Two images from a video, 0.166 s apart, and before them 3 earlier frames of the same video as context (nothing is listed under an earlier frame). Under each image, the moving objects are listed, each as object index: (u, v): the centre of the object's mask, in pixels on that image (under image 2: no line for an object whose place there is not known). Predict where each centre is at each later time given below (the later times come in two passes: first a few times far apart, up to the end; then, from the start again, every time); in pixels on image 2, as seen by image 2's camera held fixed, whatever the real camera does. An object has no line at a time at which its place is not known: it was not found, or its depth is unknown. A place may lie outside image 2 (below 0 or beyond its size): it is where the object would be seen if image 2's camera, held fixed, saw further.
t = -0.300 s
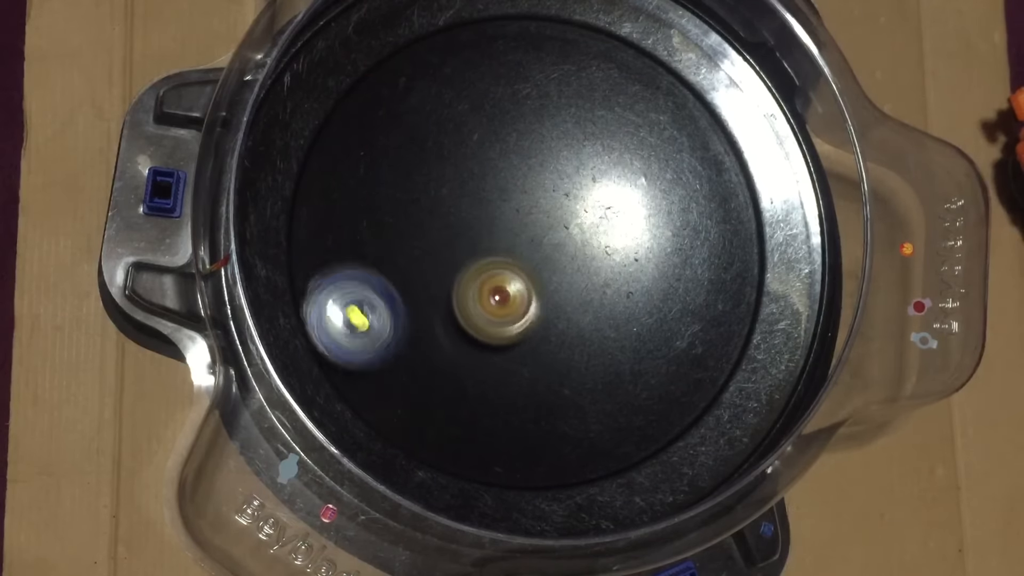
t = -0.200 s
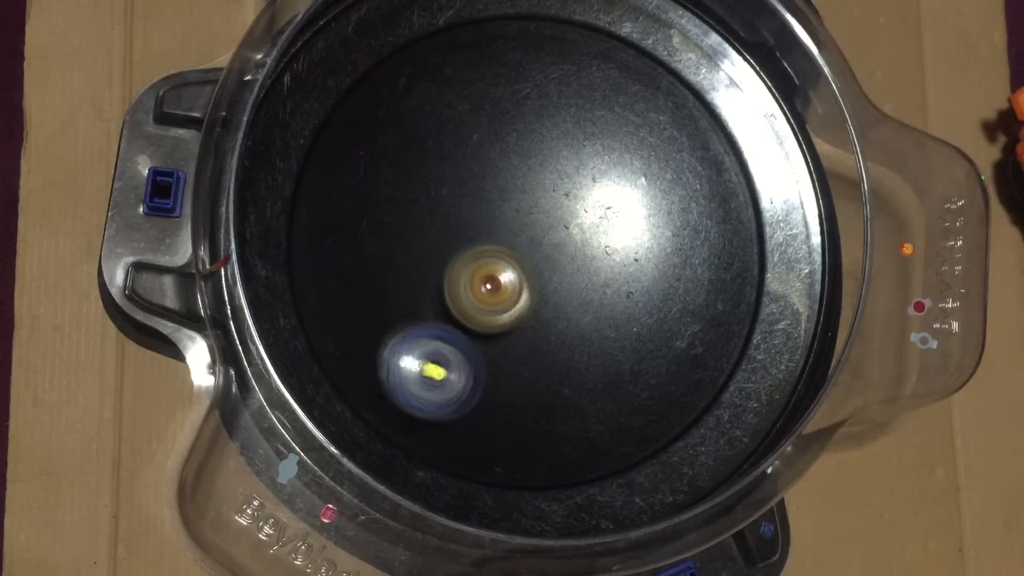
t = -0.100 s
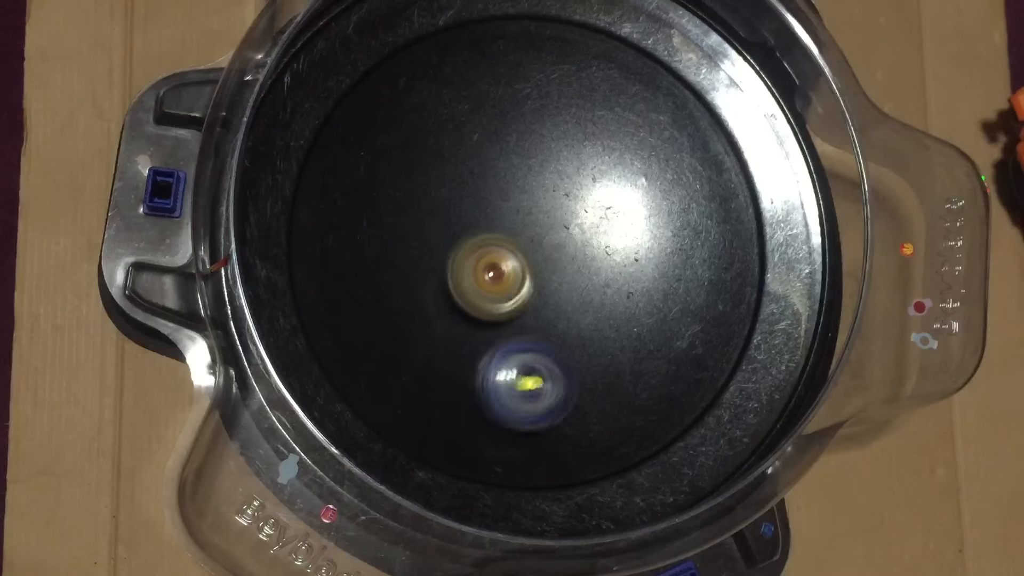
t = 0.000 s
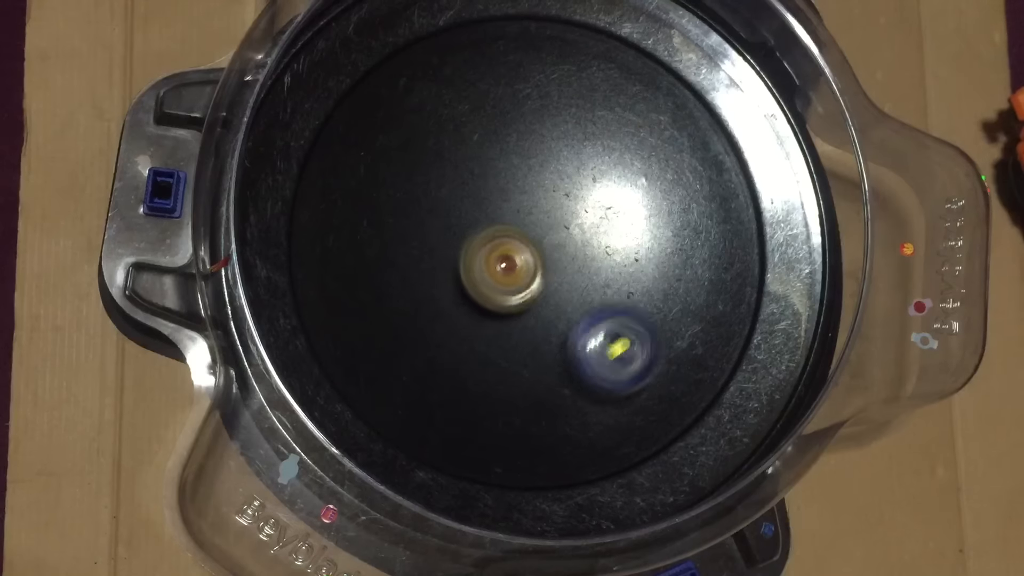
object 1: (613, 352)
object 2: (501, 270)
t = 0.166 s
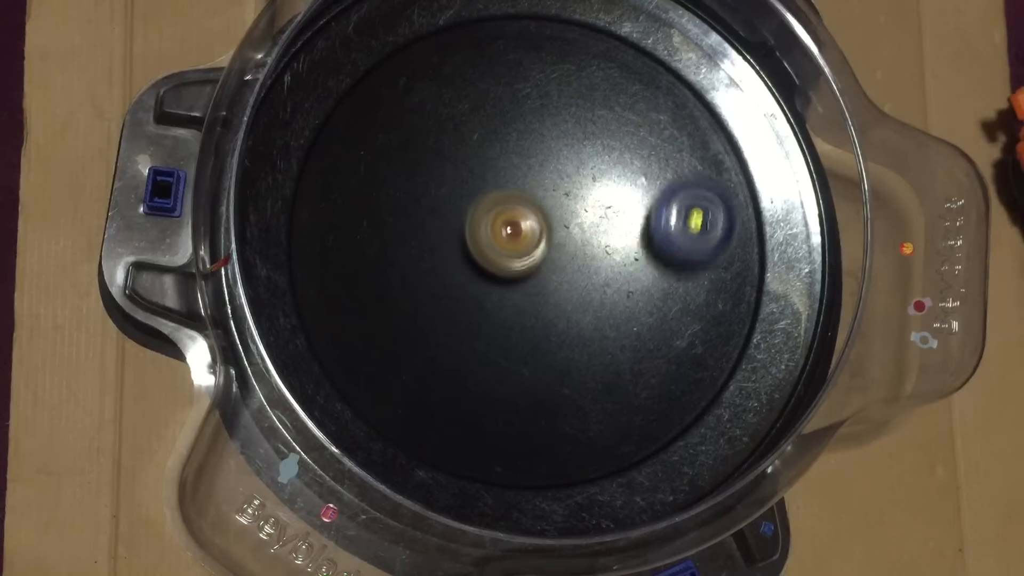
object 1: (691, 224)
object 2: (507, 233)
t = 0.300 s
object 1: (679, 113)
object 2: (495, 203)
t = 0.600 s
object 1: (487, 54)
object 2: (482, 233)
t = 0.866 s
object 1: (416, 255)
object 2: (542, 238)
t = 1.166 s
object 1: (610, 394)
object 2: (555, 183)
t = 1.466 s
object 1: (715, 266)
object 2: (519, 216)
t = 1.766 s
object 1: (573, 154)
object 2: (547, 266)
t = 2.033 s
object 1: (427, 234)
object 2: (583, 267)
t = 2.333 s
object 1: (453, 377)
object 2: (549, 243)
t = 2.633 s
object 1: (577, 345)
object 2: (538, 244)
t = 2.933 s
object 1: (616, 233)
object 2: (519, 229)
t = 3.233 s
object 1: (534, 146)
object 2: (511, 239)
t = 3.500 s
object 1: (445, 163)
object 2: (521, 254)
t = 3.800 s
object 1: (429, 256)
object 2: (527, 261)
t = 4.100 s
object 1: (486, 310)
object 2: (561, 245)
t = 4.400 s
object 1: (511, 329)
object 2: (596, 209)
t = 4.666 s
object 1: (519, 324)
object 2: (570, 214)
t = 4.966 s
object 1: (452, 396)
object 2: (619, 123)
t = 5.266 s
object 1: (498, 354)
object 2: (565, 201)
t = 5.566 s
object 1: (461, 300)
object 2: (569, 202)
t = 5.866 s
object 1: (448, 248)
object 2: (552, 233)
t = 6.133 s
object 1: (428, 209)
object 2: (545, 251)
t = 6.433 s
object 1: (461, 170)
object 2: (531, 258)
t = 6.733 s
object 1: (503, 145)
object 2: (529, 253)
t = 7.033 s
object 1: (563, 132)
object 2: (522, 280)
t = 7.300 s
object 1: (599, 174)
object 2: (536, 273)
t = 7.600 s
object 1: (650, 225)
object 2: (497, 292)
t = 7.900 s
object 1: (640, 275)
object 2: (507, 273)
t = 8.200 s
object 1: (579, 324)
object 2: (515, 241)
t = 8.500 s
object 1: (496, 328)
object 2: (528, 225)
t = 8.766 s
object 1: (449, 292)
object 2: (540, 236)
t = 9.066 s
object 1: (446, 227)
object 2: (541, 254)
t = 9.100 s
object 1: (450, 220)
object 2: (540, 256)
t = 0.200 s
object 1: (694, 194)
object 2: (506, 225)
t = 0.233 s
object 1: (693, 166)
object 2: (503, 216)
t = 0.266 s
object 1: (688, 138)
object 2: (500, 209)
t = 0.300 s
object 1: (679, 113)
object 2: (495, 203)
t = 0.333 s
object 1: (669, 89)
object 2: (490, 200)
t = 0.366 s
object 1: (653, 69)
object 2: (486, 198)
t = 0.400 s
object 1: (634, 49)
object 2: (481, 200)
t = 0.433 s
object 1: (613, 38)
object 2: (477, 203)
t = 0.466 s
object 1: (588, 35)
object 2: (475, 209)
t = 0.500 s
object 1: (562, 36)
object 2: (475, 215)
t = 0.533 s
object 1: (536, 38)
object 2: (477, 221)
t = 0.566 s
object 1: (510, 44)
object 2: (479, 227)
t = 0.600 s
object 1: (487, 54)
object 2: (482, 233)
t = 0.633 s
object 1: (467, 70)
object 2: (485, 239)
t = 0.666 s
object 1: (446, 90)
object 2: (487, 244)
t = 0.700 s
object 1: (430, 114)
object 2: (492, 246)
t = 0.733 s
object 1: (418, 139)
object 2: (500, 248)
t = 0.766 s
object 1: (410, 168)
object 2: (509, 248)
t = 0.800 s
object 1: (407, 197)
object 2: (521, 247)
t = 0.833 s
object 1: (409, 227)
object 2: (532, 243)
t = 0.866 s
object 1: (416, 255)
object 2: (542, 238)
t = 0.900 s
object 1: (426, 284)
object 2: (551, 233)
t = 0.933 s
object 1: (441, 309)
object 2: (559, 226)
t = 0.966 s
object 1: (459, 334)
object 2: (564, 218)
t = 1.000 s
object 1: (480, 354)
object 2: (569, 211)
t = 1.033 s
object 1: (504, 371)
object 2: (570, 203)
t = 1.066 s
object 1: (530, 384)
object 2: (570, 195)
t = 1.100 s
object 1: (557, 392)
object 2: (566, 189)
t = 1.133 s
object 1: (583, 395)
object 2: (560, 185)
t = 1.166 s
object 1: (610, 394)
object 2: (555, 183)
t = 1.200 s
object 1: (634, 388)
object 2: (550, 184)
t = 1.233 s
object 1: (655, 380)
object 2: (544, 185)
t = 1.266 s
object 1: (674, 368)
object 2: (539, 189)
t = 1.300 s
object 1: (689, 354)
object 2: (535, 193)
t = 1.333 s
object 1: (701, 339)
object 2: (530, 198)
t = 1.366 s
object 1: (710, 321)
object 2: (526, 202)
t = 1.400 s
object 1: (715, 303)
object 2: (523, 207)
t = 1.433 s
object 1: (717, 285)
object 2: (521, 213)
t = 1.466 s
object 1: (715, 266)
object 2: (519, 216)
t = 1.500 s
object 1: (711, 247)
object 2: (517, 220)
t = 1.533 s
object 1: (702, 228)
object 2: (517, 223)
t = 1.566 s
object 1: (687, 209)
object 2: (517, 225)
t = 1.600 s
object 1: (673, 195)
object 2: (520, 227)
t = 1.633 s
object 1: (655, 182)
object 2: (523, 233)
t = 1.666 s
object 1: (636, 171)
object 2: (527, 240)
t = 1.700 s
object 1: (617, 162)
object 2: (533, 248)
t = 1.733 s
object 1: (595, 156)
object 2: (540, 257)
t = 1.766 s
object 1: (573, 154)
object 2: (547, 266)
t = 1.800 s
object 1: (551, 155)
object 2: (555, 272)
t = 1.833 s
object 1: (527, 157)
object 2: (562, 277)
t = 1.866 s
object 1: (505, 164)
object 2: (570, 280)
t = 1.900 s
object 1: (487, 172)
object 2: (577, 280)
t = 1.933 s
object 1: (467, 185)
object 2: (582, 278)
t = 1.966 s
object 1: (450, 200)
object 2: (584, 275)
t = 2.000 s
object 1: (437, 216)
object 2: (583, 271)
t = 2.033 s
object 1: (427, 234)
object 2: (583, 267)
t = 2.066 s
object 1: (419, 252)
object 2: (581, 264)
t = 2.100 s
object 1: (415, 272)
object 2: (577, 260)
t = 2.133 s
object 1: (413, 291)
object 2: (573, 257)
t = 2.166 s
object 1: (413, 310)
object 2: (569, 253)
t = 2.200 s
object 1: (417, 327)
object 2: (564, 251)
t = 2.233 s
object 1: (422, 342)
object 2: (560, 248)
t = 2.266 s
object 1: (432, 356)
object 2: (556, 246)
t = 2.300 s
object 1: (441, 368)
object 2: (552, 244)
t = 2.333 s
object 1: (453, 377)
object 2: (549, 243)
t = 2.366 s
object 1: (468, 385)
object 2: (545, 241)
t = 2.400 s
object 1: (482, 389)
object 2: (543, 241)
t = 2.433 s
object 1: (497, 390)
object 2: (541, 240)
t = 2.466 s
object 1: (514, 389)
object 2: (540, 240)
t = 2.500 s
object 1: (528, 386)
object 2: (539, 240)
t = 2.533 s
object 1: (541, 380)
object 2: (539, 241)
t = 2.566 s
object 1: (556, 370)
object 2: (538, 242)
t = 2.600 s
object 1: (568, 358)
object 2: (538, 243)
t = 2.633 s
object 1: (577, 345)
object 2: (538, 244)
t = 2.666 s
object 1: (586, 329)
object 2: (538, 245)
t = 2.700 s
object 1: (595, 319)
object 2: (536, 242)
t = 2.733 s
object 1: (603, 310)
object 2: (531, 236)
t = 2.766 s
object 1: (610, 299)
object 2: (527, 232)
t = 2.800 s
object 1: (615, 287)
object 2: (525, 230)
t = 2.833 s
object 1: (617, 275)
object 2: (523, 228)
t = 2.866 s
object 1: (619, 261)
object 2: (521, 228)
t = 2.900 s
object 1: (618, 247)
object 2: (520, 228)
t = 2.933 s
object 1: (616, 233)
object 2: (519, 229)
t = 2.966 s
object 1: (612, 220)
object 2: (518, 230)
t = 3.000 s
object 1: (607, 206)
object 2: (516, 231)
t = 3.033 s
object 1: (599, 194)
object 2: (515, 233)
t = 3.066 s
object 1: (590, 182)
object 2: (514, 234)
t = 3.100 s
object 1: (581, 172)
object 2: (513, 235)
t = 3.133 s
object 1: (569, 163)
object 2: (512, 236)
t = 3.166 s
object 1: (558, 156)
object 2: (512, 238)
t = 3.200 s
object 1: (546, 151)
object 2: (512, 238)
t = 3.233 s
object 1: (534, 146)
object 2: (511, 239)
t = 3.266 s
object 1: (521, 144)
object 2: (511, 239)
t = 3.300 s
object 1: (509, 144)
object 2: (511, 241)
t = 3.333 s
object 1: (497, 144)
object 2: (512, 241)
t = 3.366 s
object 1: (486, 147)
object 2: (512, 241)
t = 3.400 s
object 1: (476, 151)
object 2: (513, 241)
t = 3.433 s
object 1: (466, 156)
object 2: (514, 242)
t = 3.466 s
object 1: (455, 158)
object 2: (518, 249)
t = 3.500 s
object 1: (445, 163)
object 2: (521, 254)
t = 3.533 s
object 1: (436, 171)
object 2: (522, 259)
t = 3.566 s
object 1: (430, 180)
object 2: (523, 262)
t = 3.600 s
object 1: (426, 190)
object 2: (523, 264)
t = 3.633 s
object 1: (423, 202)
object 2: (523, 264)
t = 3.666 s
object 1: (422, 213)
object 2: (522, 265)
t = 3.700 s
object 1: (423, 225)
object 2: (522, 264)
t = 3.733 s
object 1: (425, 236)
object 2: (521, 263)
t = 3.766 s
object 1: (429, 247)
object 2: (521, 262)
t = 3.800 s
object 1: (429, 256)
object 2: (527, 261)
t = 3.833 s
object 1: (431, 265)
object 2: (532, 261)
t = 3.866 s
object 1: (435, 273)
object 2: (536, 260)
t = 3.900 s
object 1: (442, 281)
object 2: (539, 258)
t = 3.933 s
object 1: (449, 287)
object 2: (541, 257)
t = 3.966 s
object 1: (458, 293)
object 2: (544, 255)
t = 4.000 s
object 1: (467, 297)
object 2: (547, 253)
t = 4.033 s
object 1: (472, 302)
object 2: (553, 249)
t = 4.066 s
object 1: (478, 307)
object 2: (558, 246)
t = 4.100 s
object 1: (486, 310)
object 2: (561, 245)
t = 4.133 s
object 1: (494, 311)
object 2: (563, 244)
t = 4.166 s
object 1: (503, 311)
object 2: (565, 243)
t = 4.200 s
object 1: (508, 312)
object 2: (568, 241)
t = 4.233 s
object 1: (512, 313)
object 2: (571, 238)
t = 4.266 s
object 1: (517, 312)
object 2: (574, 236)
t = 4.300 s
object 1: (521, 310)
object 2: (575, 234)
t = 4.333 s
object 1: (518, 315)
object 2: (581, 228)
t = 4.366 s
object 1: (512, 323)
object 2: (590, 217)
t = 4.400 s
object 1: (511, 329)
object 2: (596, 209)
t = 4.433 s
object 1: (511, 333)
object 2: (599, 205)
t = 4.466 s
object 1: (512, 335)
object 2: (599, 203)
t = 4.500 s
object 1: (513, 336)
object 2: (597, 203)
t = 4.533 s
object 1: (514, 335)
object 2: (593, 204)
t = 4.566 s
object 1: (515, 334)
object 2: (588, 206)
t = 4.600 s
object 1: (517, 332)
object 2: (582, 208)
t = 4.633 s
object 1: (518, 328)
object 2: (576, 211)
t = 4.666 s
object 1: (519, 324)
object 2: (570, 214)
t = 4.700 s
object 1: (520, 318)
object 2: (564, 218)
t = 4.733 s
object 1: (520, 311)
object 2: (558, 222)
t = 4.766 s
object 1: (507, 323)
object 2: (563, 211)
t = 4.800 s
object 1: (484, 344)
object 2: (581, 184)
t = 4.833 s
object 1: (468, 360)
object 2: (595, 162)
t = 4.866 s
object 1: (458, 373)
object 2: (606, 144)
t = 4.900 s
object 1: (452, 383)
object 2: (614, 130)
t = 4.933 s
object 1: (451, 390)
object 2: (618, 124)
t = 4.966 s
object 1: (452, 396)
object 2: (619, 123)
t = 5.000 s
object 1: (456, 400)
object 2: (618, 127)
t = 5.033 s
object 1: (460, 401)
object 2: (615, 133)
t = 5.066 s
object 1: (465, 400)
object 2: (609, 142)
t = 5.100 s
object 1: (471, 396)
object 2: (603, 150)
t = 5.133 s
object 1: (477, 391)
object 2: (595, 162)
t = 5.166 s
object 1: (483, 383)
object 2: (588, 172)
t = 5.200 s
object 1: (489, 375)
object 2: (581, 182)
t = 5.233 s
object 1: (494, 366)
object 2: (573, 191)
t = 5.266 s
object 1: (498, 354)
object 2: (565, 201)
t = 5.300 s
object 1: (501, 340)
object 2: (559, 208)
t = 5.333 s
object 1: (505, 327)
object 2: (552, 217)
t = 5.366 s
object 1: (508, 312)
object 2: (547, 223)
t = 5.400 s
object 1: (501, 307)
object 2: (547, 220)
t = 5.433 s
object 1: (488, 311)
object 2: (556, 211)
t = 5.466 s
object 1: (478, 310)
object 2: (561, 205)
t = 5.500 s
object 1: (470, 307)
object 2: (565, 202)
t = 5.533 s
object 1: (465, 304)
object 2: (568, 202)
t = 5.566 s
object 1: (461, 300)
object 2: (569, 202)
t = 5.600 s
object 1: (460, 294)
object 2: (568, 203)
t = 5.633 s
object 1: (459, 289)
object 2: (567, 206)
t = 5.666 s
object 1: (460, 285)
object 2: (565, 209)
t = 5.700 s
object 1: (461, 279)
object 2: (563, 213)
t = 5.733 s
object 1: (462, 274)
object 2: (559, 218)
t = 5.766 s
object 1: (461, 268)
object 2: (556, 222)
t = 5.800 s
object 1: (460, 261)
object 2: (553, 226)
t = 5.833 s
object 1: (458, 254)
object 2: (549, 230)
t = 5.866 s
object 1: (448, 248)
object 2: (552, 233)
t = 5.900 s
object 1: (439, 241)
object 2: (556, 237)
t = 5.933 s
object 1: (432, 236)
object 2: (557, 239)
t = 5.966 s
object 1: (428, 231)
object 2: (557, 243)
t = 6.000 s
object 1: (426, 227)
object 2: (556, 245)
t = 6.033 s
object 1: (426, 222)
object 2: (554, 247)
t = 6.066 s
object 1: (426, 217)
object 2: (552, 249)
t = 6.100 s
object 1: (427, 213)
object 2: (548, 250)
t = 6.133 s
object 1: (428, 209)
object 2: (545, 251)
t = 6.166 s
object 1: (431, 205)
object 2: (542, 252)
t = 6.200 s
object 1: (434, 201)
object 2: (540, 253)
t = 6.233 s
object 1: (437, 198)
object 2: (537, 253)
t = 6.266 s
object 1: (440, 194)
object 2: (534, 253)
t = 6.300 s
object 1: (445, 190)
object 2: (532, 253)
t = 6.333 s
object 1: (450, 187)
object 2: (530, 252)
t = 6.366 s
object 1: (455, 183)
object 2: (528, 252)
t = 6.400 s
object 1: (458, 176)
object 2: (530, 255)
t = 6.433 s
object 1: (461, 170)
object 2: (531, 258)
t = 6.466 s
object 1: (464, 164)
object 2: (532, 259)
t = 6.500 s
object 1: (468, 159)
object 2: (532, 259)
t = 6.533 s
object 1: (472, 155)
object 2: (532, 259)
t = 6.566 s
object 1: (476, 152)
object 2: (532, 259)
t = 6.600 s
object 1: (480, 150)
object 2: (531, 258)
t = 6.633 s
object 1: (486, 147)
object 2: (531, 257)
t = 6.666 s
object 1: (491, 146)
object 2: (531, 256)
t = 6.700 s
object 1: (497, 145)
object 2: (530, 255)
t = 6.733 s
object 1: (503, 145)
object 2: (529, 253)
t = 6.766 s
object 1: (509, 146)
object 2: (529, 251)
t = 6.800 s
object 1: (515, 147)
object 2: (529, 249)
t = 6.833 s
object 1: (523, 148)
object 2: (529, 247)
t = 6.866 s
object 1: (529, 150)
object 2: (528, 246)
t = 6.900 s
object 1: (537, 142)
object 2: (525, 259)
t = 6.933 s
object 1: (545, 136)
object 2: (524, 268)
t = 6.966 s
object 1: (552, 132)
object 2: (522, 274)
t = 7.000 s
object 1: (557, 132)
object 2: (521, 279)
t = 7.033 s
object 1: (563, 132)
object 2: (522, 280)
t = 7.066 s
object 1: (569, 134)
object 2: (522, 281)
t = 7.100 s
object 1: (574, 138)
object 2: (524, 281)
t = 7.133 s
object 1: (578, 142)
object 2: (526, 280)
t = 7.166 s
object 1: (583, 147)
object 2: (528, 279)
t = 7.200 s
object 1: (587, 152)
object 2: (530, 277)
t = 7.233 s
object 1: (591, 159)
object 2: (532, 276)
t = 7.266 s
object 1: (595, 166)
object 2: (534, 274)
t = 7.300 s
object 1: (599, 174)
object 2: (536, 273)
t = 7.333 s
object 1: (602, 185)
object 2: (537, 272)
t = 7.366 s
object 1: (603, 195)
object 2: (539, 271)
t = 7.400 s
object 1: (608, 202)
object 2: (538, 271)
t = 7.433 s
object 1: (620, 205)
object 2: (526, 281)
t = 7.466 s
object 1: (630, 208)
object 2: (514, 286)
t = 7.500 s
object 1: (638, 211)
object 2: (505, 290)
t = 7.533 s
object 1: (643, 216)
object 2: (501, 292)
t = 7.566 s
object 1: (647, 220)
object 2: (498, 292)
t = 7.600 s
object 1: (650, 225)
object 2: (497, 292)
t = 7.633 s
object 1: (653, 230)
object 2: (496, 291)
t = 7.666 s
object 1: (654, 235)
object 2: (497, 289)
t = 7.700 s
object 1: (656, 240)
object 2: (498, 287)
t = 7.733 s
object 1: (654, 246)
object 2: (498, 285)
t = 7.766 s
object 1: (653, 251)
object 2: (501, 283)
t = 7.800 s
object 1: (652, 257)
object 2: (502, 281)
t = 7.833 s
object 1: (649, 263)
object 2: (504, 278)
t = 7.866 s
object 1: (645, 269)
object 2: (505, 276)
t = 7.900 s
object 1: (640, 275)
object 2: (507, 273)
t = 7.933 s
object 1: (634, 281)
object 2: (509, 271)
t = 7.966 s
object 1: (628, 287)
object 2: (510, 269)
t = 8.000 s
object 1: (620, 293)
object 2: (513, 266)
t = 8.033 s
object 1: (613, 298)
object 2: (514, 264)
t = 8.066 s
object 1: (605, 304)
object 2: (516, 260)
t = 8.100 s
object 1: (598, 310)
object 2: (518, 257)
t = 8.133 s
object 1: (593, 315)
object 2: (515, 251)
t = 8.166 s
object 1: (586, 321)
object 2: (515, 246)
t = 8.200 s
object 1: (579, 324)
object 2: (515, 241)
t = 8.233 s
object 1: (571, 327)
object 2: (515, 238)
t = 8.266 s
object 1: (561, 329)
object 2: (516, 234)
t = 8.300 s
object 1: (552, 330)
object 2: (518, 231)
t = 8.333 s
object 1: (543, 331)
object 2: (519, 229)
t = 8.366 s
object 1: (533, 331)
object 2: (521, 227)
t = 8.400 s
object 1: (524, 331)
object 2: (523, 226)
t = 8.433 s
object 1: (515, 331)
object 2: (524, 225)
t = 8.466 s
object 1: (505, 330)
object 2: (526, 225)
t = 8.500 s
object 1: (496, 328)
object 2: (528, 225)
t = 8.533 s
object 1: (489, 325)
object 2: (529, 225)
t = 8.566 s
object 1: (480, 321)
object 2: (531, 226)
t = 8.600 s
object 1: (474, 317)
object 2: (534, 227)
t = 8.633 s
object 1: (467, 313)
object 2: (535, 228)
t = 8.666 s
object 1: (461, 308)
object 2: (536, 230)
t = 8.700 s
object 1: (457, 303)
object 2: (538, 232)
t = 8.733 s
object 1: (453, 298)
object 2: (539, 234)
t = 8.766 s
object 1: (449, 292)
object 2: (540, 236)
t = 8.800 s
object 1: (447, 285)
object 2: (541, 238)
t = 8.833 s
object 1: (444, 279)
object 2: (542, 240)
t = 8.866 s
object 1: (443, 273)
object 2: (543, 243)
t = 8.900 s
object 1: (442, 266)
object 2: (543, 246)
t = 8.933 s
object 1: (441, 259)
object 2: (543, 247)
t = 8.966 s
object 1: (441, 251)
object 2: (542, 249)
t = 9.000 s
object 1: (441, 243)
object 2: (542, 251)
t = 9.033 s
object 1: (443, 236)
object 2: (541, 253)
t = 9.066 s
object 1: (446, 227)
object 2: (541, 254)
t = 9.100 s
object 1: (450, 220)
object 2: (540, 256)
